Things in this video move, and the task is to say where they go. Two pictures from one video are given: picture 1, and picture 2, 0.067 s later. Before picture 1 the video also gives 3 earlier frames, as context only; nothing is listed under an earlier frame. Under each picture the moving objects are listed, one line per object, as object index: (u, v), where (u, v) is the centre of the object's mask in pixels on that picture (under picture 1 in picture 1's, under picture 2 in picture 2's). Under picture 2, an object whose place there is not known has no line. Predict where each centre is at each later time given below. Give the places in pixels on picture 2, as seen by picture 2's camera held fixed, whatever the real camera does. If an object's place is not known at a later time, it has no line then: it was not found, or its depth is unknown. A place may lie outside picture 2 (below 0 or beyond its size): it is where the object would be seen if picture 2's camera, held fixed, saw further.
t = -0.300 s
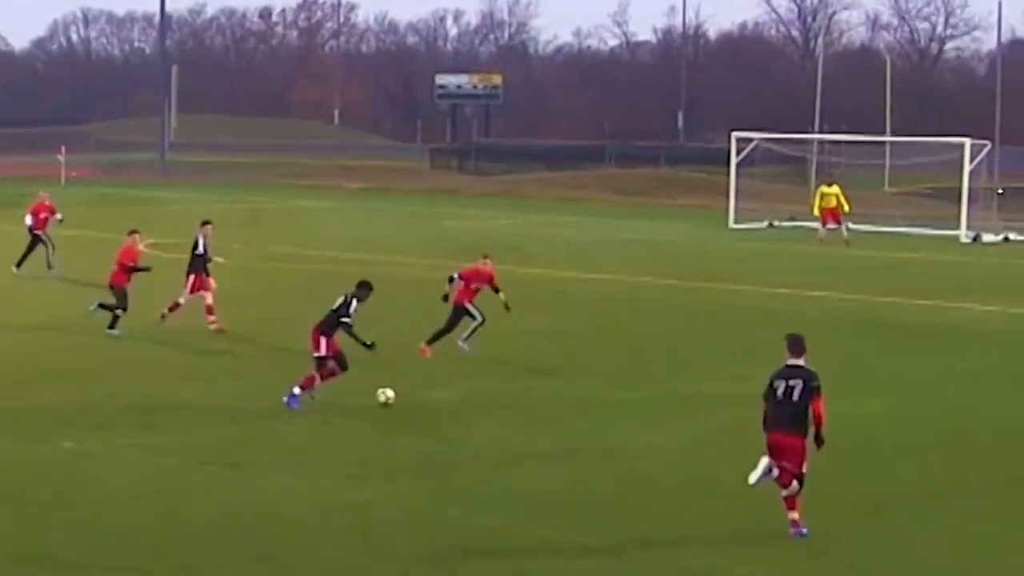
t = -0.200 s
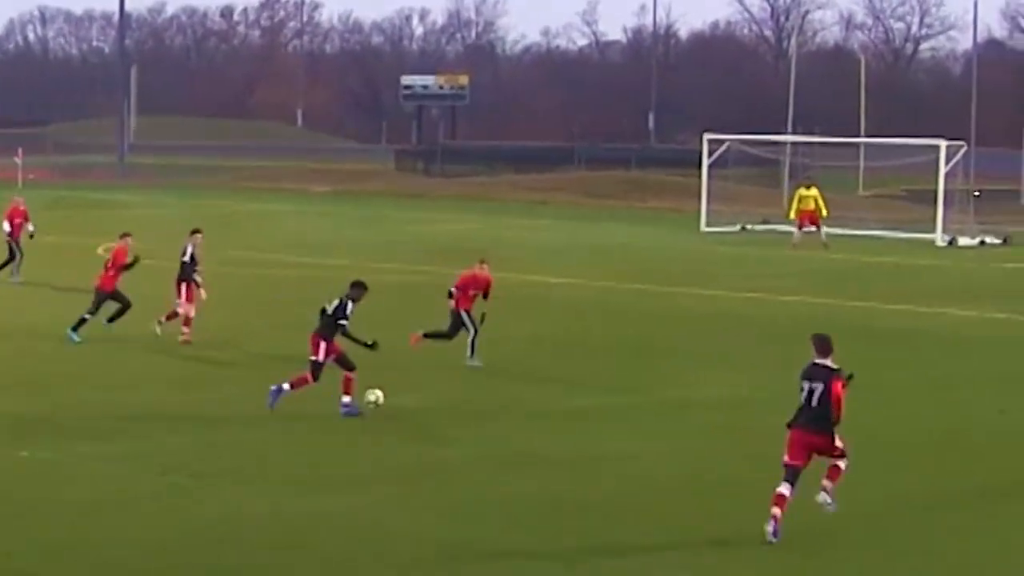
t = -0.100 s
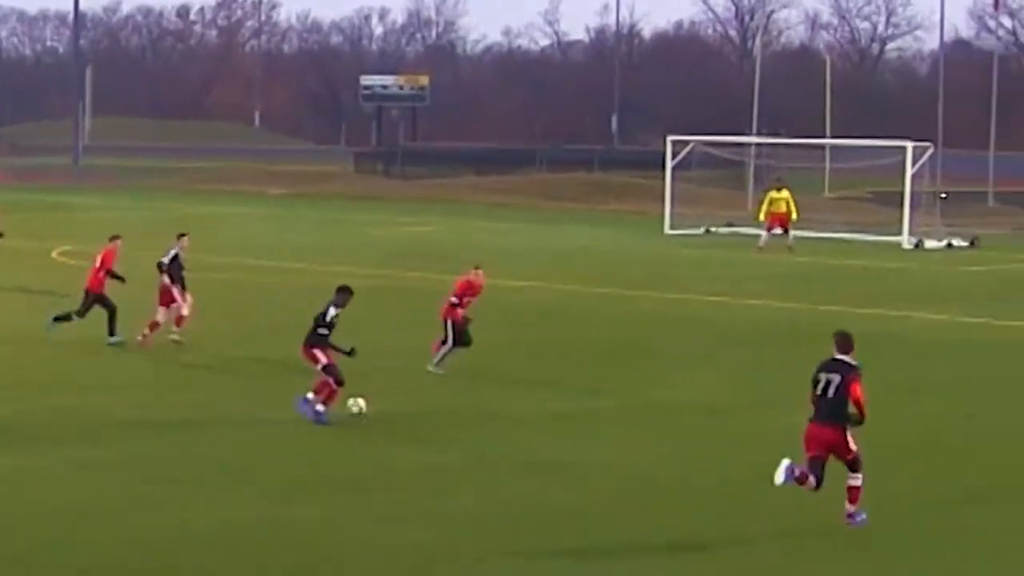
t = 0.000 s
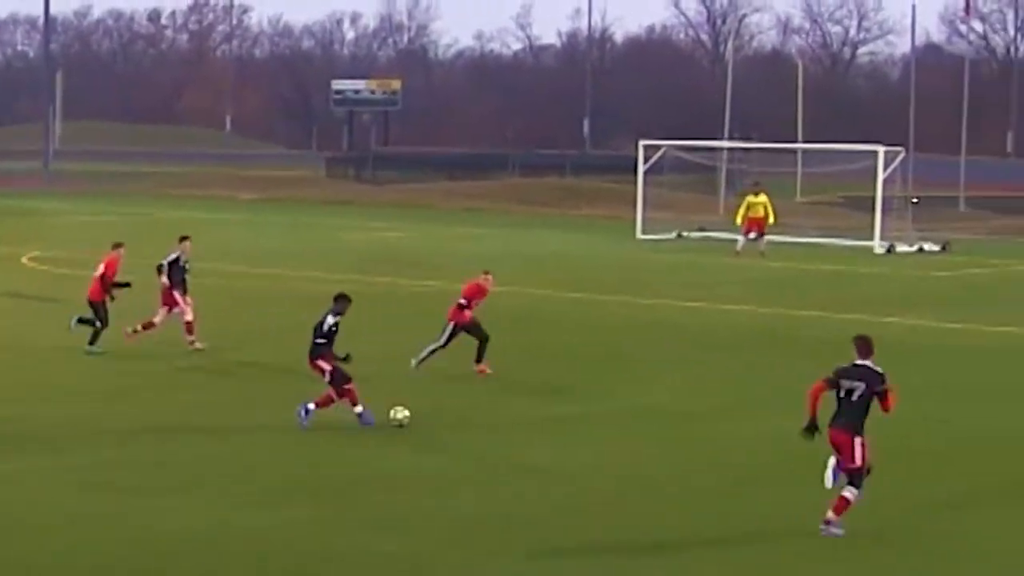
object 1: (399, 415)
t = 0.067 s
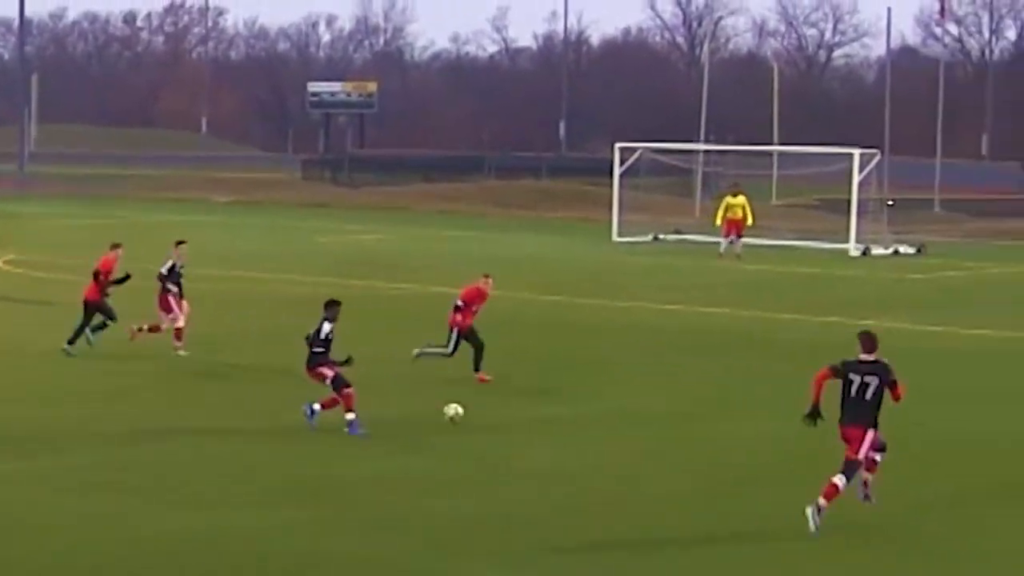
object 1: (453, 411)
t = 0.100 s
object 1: (490, 410)
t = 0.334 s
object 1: (716, 397)
